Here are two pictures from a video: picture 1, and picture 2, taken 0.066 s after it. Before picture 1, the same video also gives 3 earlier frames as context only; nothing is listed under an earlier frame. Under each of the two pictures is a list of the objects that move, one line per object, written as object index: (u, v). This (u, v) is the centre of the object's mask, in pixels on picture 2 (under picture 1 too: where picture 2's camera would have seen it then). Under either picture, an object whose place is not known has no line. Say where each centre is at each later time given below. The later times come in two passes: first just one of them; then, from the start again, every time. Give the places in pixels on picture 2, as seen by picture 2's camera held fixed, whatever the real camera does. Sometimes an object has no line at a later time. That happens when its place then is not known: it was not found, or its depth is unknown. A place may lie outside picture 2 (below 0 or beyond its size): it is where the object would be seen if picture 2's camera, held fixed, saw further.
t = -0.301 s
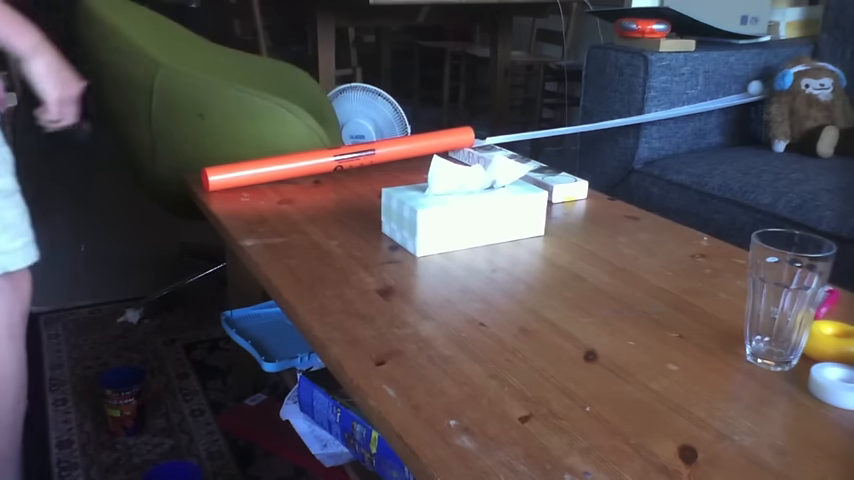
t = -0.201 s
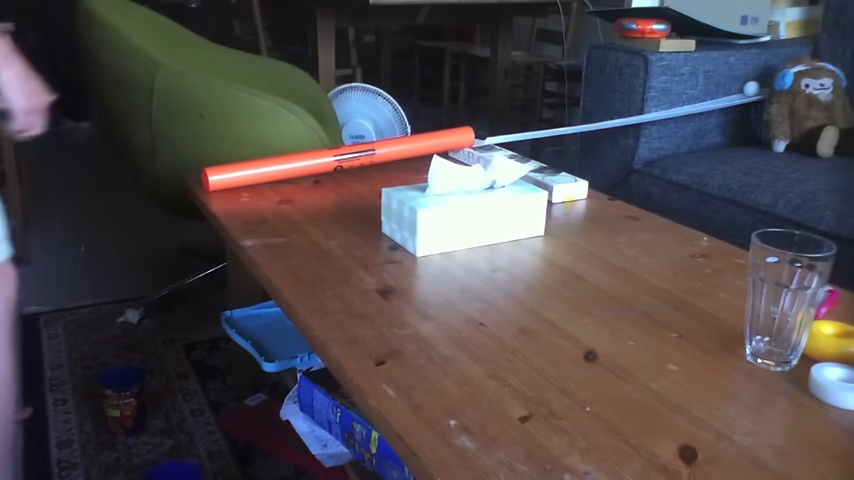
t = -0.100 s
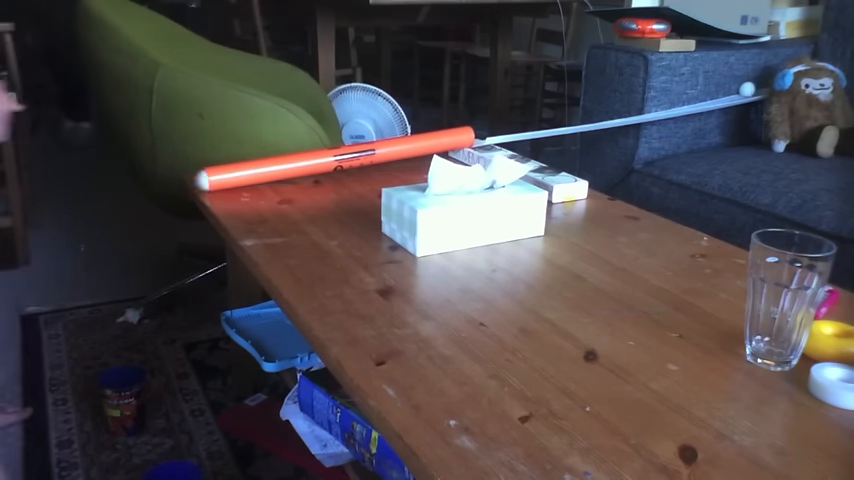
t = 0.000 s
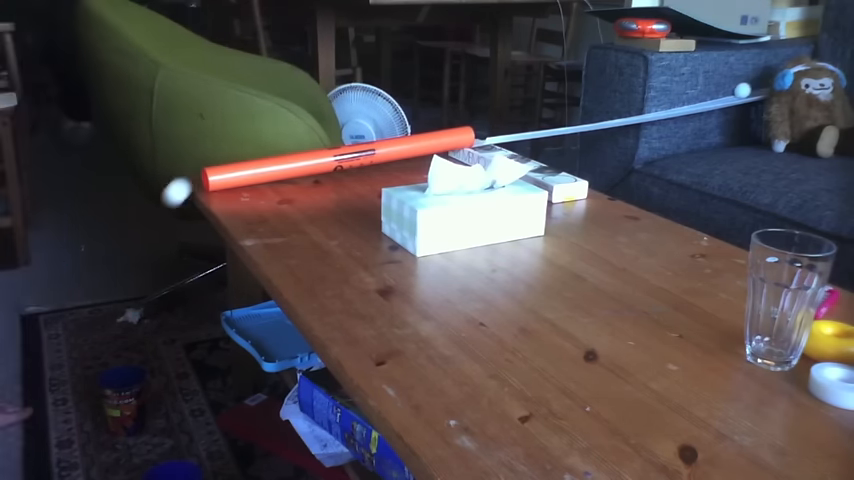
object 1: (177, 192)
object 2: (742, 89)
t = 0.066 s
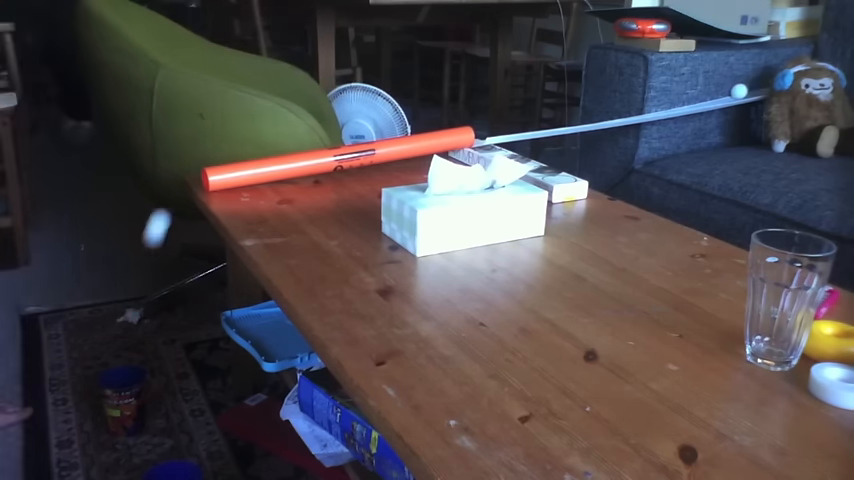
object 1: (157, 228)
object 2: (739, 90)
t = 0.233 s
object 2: (729, 92)
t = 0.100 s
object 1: (147, 256)
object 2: (737, 90)
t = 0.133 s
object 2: (735, 91)
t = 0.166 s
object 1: (131, 328)
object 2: (733, 91)
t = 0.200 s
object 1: (124, 367)
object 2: (731, 92)
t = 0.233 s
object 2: (729, 92)
